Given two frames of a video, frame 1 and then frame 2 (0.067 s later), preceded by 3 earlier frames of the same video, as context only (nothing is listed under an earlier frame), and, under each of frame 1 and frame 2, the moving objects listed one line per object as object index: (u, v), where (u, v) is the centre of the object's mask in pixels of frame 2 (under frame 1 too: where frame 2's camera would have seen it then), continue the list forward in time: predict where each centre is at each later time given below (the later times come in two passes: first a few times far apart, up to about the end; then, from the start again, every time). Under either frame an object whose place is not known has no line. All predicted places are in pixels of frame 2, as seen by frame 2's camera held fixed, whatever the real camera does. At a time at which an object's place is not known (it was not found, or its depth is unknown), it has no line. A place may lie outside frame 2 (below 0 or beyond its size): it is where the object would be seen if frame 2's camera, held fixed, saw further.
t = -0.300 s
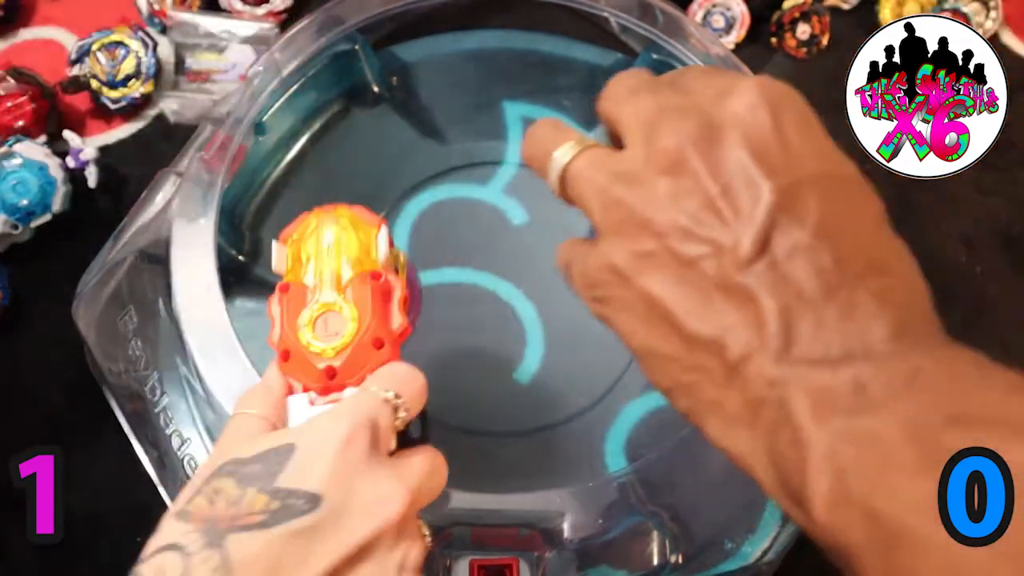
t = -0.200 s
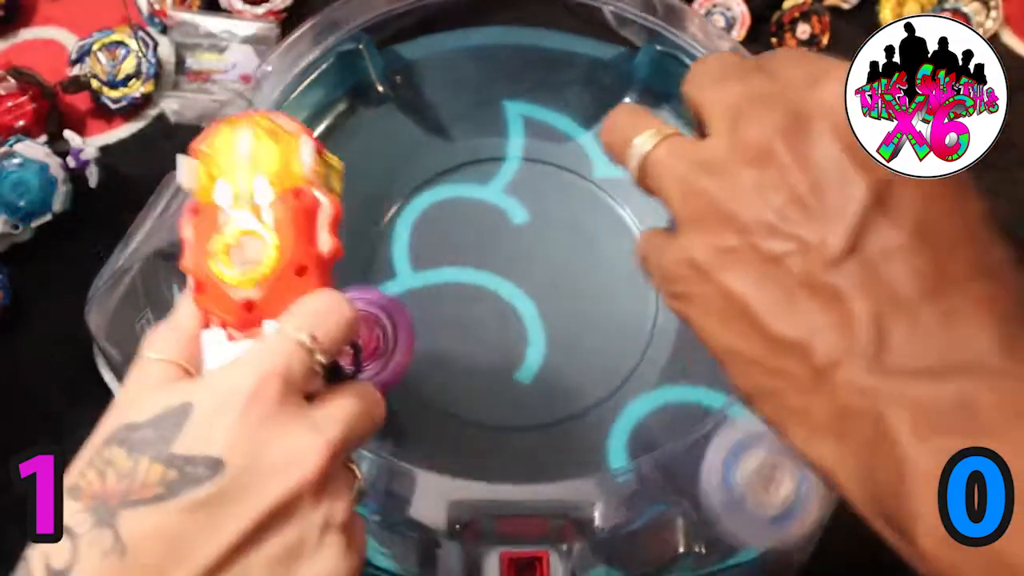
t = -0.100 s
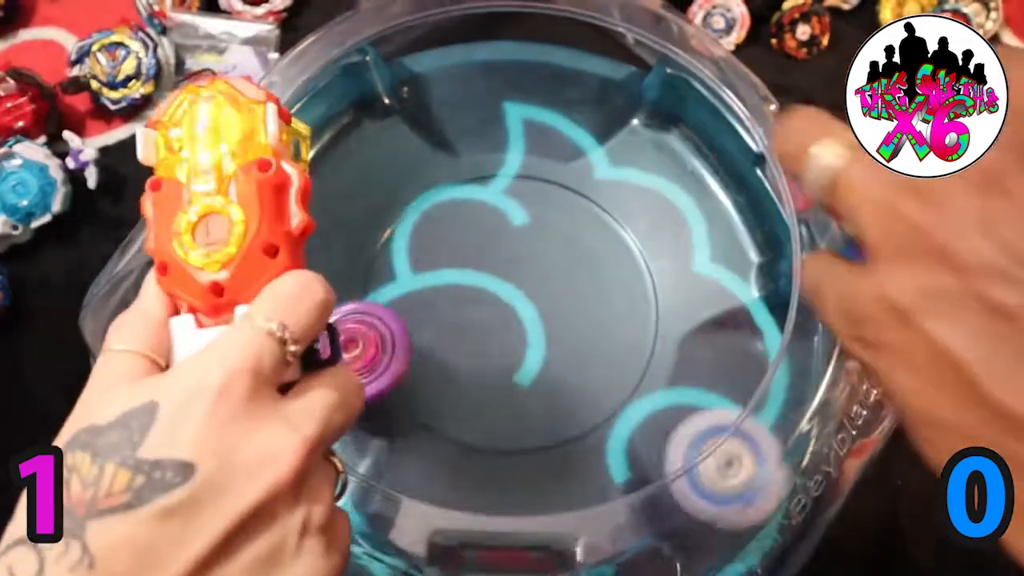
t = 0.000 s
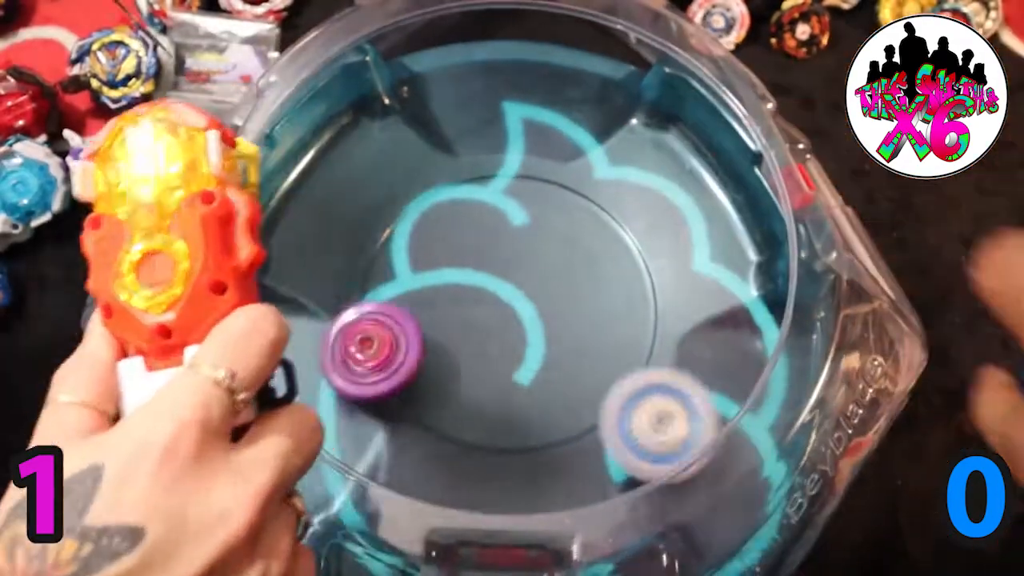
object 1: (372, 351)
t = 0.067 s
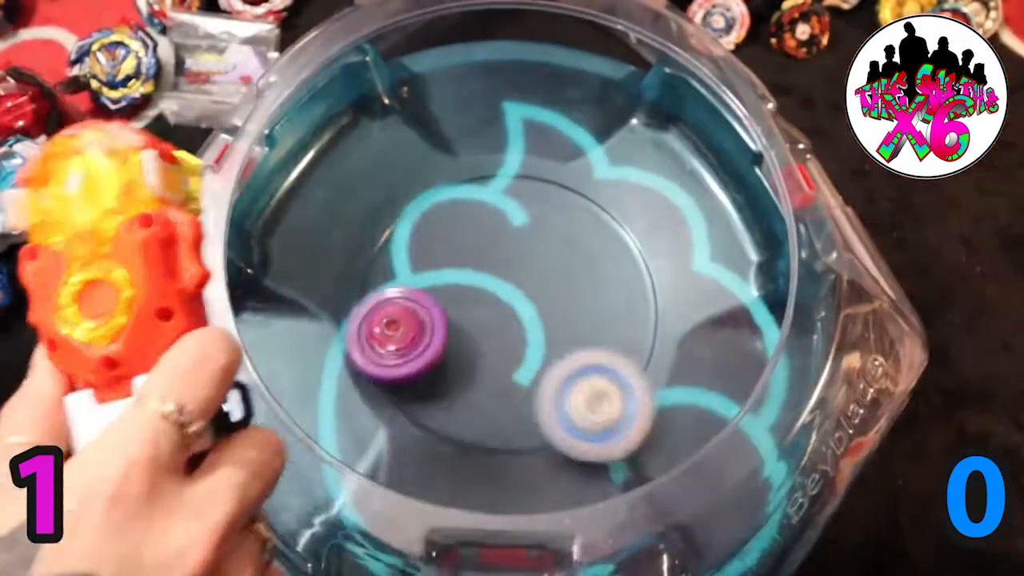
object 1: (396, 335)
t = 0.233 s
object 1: (397, 203)
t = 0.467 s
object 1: (478, 90)
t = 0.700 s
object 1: (587, 50)
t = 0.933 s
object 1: (562, 76)
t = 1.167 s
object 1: (529, 122)
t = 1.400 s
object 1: (567, 164)
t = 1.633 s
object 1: (646, 345)
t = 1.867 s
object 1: (400, 389)
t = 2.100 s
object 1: (368, 180)
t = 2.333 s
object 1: (509, 94)
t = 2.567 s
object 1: (572, 88)
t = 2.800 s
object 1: (581, 110)
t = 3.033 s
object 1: (569, 135)
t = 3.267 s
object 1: (561, 192)
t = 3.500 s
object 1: (533, 319)
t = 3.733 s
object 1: (420, 339)
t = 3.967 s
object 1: (417, 259)
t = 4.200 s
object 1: (491, 242)
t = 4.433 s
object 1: (654, 153)
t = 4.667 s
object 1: (636, 277)
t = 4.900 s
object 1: (527, 442)
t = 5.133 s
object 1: (359, 335)
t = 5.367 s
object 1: (476, 178)
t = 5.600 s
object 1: (647, 305)
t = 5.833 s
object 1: (422, 399)
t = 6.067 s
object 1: (468, 176)
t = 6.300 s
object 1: (632, 357)
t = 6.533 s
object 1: (371, 300)
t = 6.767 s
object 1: (626, 233)
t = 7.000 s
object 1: (502, 420)
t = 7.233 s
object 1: (392, 287)
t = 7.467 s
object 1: (538, 203)
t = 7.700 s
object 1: (646, 324)
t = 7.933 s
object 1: (483, 416)
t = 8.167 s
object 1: (384, 253)
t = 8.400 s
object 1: (548, 178)
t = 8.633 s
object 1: (636, 349)
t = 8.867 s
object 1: (482, 396)
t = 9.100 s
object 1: (488, 283)
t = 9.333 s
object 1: (540, 247)
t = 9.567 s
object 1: (582, 239)
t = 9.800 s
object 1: (624, 266)
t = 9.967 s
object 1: (604, 310)
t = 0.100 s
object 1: (410, 323)
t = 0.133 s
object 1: (427, 310)
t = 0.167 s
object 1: (417, 278)
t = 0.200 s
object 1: (402, 240)
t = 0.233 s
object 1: (397, 203)
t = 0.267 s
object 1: (395, 172)
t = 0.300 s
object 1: (399, 145)
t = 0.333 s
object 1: (407, 122)
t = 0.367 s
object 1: (424, 110)
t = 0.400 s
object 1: (444, 107)
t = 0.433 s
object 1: (461, 99)
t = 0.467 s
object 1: (478, 90)
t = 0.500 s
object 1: (494, 80)
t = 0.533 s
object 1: (510, 71)
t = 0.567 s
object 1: (526, 63)
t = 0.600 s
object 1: (542, 56)
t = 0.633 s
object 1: (558, 51)
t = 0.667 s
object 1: (573, 48)
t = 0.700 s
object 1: (587, 50)
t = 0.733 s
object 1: (600, 54)
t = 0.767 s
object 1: (601, 55)
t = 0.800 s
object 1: (593, 54)
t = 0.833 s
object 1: (586, 57)
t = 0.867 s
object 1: (577, 62)
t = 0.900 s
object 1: (569, 68)
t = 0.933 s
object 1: (562, 76)
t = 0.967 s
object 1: (555, 83)
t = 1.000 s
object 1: (548, 91)
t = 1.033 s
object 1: (542, 98)
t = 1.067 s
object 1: (538, 105)
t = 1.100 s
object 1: (534, 111)
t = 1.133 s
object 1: (531, 117)
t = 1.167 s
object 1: (529, 122)
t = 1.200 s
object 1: (528, 127)
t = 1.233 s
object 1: (526, 131)
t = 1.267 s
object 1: (526, 134)
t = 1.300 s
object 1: (525, 138)
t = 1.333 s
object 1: (526, 144)
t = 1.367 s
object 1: (537, 153)
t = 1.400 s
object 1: (567, 164)
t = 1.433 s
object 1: (594, 181)
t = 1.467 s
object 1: (621, 200)
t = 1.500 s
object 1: (641, 224)
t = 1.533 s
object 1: (654, 252)
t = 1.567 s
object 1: (661, 283)
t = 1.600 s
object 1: (658, 314)
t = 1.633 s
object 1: (646, 345)
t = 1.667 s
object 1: (625, 374)
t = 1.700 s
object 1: (593, 395)
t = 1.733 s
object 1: (555, 410)
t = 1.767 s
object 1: (515, 416)
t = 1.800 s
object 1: (474, 415)
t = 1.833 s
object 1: (436, 406)
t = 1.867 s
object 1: (400, 389)
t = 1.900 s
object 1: (378, 362)
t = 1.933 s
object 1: (361, 330)
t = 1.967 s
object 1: (352, 298)
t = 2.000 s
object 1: (348, 266)
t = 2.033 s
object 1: (349, 235)
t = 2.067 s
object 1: (357, 206)
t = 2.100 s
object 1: (368, 180)
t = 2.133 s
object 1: (384, 158)
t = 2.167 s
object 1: (404, 139)
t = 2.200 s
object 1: (425, 125)
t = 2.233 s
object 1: (451, 118)
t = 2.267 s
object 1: (472, 108)
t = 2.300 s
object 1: (492, 101)
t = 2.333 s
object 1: (509, 94)
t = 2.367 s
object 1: (525, 89)
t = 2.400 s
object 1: (537, 86)
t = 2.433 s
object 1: (547, 85)
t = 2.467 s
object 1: (556, 84)
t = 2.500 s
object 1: (563, 85)
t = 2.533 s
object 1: (567, 86)
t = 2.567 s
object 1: (572, 88)
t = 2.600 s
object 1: (575, 91)
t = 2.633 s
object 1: (577, 94)
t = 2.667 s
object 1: (579, 96)
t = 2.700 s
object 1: (580, 100)
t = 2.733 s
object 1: (580, 103)
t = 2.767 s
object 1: (581, 106)
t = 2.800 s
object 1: (581, 110)
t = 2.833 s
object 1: (580, 113)
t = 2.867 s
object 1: (580, 117)
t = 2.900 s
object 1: (579, 121)
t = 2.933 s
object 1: (577, 124)
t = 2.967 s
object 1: (576, 127)
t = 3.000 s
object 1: (573, 131)
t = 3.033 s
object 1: (569, 135)
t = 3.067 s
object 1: (567, 139)
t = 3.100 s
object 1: (564, 143)
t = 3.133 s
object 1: (562, 148)
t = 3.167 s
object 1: (562, 155)
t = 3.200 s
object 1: (561, 164)
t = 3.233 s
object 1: (561, 176)
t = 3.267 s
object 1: (561, 192)
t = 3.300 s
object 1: (561, 208)
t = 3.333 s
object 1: (561, 226)
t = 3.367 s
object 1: (560, 244)
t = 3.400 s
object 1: (557, 264)
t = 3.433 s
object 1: (552, 283)
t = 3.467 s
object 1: (544, 303)
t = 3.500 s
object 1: (533, 319)
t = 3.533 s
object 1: (520, 335)
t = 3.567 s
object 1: (502, 346)
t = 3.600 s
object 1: (484, 352)
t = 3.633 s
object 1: (465, 355)
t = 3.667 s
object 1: (448, 353)
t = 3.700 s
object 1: (433, 348)
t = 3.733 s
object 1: (420, 339)
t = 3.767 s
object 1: (411, 329)
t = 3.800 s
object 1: (405, 317)
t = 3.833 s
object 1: (402, 304)
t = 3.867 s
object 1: (401, 292)
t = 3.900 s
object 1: (404, 280)
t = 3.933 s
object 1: (409, 269)
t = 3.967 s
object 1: (417, 259)
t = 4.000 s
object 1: (426, 252)
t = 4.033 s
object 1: (437, 246)
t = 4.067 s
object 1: (449, 241)
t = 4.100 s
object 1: (460, 239)
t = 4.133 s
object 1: (471, 239)
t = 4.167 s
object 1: (481, 240)
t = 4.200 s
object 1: (491, 242)
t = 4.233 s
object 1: (499, 246)
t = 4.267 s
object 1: (513, 245)
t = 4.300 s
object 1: (521, 250)
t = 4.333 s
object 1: (549, 227)
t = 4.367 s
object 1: (588, 196)
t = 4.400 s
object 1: (623, 170)
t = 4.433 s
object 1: (654, 153)
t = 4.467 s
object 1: (668, 151)
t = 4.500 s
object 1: (668, 165)
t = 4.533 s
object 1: (665, 187)
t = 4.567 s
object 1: (661, 204)
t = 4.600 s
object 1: (654, 226)
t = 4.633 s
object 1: (646, 250)
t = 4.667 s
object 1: (636, 277)
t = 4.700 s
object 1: (623, 304)
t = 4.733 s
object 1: (611, 334)
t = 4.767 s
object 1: (610, 368)
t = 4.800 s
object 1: (600, 399)
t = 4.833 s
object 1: (581, 420)
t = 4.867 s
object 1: (555, 433)
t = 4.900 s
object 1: (527, 442)
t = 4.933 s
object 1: (496, 444)
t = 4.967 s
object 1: (466, 439)
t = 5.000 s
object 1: (436, 429)
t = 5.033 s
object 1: (408, 413)
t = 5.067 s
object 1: (385, 390)
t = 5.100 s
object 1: (369, 365)
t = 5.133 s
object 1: (359, 335)
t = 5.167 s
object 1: (357, 305)
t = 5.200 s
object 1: (360, 276)
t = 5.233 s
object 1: (370, 247)
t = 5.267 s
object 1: (387, 222)
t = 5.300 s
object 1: (411, 202)
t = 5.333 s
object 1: (442, 189)
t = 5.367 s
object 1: (476, 178)
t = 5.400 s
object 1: (511, 174)
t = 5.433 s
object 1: (545, 177)
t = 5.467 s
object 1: (579, 187)
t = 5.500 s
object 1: (607, 209)
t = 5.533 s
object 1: (630, 235)
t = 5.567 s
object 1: (642, 269)
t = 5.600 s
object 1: (647, 305)
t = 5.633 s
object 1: (641, 340)
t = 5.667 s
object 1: (621, 376)
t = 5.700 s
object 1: (591, 403)
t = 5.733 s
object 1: (551, 422)
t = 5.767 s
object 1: (505, 427)
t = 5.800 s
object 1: (462, 421)
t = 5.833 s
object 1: (422, 399)
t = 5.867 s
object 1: (392, 368)
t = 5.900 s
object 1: (371, 329)
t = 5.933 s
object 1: (369, 290)
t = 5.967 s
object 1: (379, 250)
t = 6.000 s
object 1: (399, 216)
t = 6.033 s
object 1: (429, 190)
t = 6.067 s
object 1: (468, 176)
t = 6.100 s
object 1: (513, 170)
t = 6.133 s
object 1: (554, 178)
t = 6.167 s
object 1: (593, 199)
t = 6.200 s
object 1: (625, 228)
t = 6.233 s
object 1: (642, 271)
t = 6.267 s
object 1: (647, 315)
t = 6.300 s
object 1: (632, 357)
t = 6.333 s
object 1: (601, 396)
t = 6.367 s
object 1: (557, 420)
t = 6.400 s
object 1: (503, 427)
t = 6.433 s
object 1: (451, 417)
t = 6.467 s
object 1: (407, 387)
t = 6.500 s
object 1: (379, 347)
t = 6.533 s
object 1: (371, 300)
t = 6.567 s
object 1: (378, 253)
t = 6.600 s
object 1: (404, 214)
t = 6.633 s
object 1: (444, 185)
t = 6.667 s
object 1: (492, 172)
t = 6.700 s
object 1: (542, 176)
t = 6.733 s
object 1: (590, 198)
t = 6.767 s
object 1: (626, 233)
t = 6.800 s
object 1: (646, 282)
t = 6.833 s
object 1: (643, 333)
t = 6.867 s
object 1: (620, 377)
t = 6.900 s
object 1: (594, 396)
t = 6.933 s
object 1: (565, 411)
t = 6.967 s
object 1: (535, 418)
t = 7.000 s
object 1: (502, 420)
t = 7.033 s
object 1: (471, 414)
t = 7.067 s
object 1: (443, 402)
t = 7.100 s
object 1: (419, 383)
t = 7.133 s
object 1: (401, 361)
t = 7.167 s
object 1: (390, 336)
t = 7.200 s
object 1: (387, 312)
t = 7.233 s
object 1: (392, 287)
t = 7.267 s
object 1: (402, 264)
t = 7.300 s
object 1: (416, 244)
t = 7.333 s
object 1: (436, 227)
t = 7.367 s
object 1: (459, 214)
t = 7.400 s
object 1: (485, 205)
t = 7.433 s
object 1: (511, 201)
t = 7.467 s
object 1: (538, 203)
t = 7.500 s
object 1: (563, 209)
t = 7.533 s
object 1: (588, 220)
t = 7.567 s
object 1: (608, 235)
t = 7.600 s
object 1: (625, 254)
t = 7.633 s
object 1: (638, 276)
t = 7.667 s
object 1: (645, 299)
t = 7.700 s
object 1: (646, 324)
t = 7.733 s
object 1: (638, 347)
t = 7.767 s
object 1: (624, 369)
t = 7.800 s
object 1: (605, 390)
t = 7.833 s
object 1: (579, 406)
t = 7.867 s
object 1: (549, 416)
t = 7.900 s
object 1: (517, 420)
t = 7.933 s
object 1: (483, 416)
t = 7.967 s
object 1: (451, 405)
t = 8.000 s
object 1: (423, 387)
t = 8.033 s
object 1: (400, 364)
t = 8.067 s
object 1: (384, 337)
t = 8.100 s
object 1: (377, 308)
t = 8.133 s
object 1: (378, 280)
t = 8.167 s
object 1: (384, 253)
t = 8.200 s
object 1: (397, 229)
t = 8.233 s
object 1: (414, 207)
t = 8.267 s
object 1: (436, 190)
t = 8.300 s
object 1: (461, 178)
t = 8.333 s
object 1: (490, 172)
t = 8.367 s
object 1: (519, 172)
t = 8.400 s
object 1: (548, 178)
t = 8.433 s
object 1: (575, 190)
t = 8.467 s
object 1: (601, 207)
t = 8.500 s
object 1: (621, 228)
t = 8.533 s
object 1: (636, 256)
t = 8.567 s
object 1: (644, 287)
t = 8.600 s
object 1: (644, 318)
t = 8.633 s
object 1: (636, 349)
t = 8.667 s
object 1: (618, 378)
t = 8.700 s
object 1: (591, 402)
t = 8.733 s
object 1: (558, 419)
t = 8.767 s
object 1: (520, 427)
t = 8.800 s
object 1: (486, 423)
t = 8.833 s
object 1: (483, 412)
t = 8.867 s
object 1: (482, 396)
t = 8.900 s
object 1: (480, 380)
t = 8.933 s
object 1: (477, 360)
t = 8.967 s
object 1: (476, 342)
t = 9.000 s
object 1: (477, 325)
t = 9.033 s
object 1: (480, 310)
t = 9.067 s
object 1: (483, 296)
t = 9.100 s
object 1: (488, 283)
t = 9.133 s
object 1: (494, 272)
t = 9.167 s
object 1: (502, 263)
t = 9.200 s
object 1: (511, 256)
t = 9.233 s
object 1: (519, 251)
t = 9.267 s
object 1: (527, 248)
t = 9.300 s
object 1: (534, 247)
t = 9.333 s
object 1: (540, 247)
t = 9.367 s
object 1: (544, 248)
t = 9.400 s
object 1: (548, 250)
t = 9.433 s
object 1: (550, 252)
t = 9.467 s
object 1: (551, 255)
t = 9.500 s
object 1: (550, 257)
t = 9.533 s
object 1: (562, 251)
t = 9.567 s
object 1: (582, 239)
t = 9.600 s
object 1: (599, 233)
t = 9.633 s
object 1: (613, 231)
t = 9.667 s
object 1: (623, 234)
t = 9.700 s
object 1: (627, 241)
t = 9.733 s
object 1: (628, 248)
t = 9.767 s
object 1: (627, 257)
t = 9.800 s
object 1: (624, 266)
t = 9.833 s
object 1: (620, 276)
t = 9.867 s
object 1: (615, 287)
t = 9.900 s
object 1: (607, 297)
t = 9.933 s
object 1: (602, 305)
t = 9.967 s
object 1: (604, 310)
